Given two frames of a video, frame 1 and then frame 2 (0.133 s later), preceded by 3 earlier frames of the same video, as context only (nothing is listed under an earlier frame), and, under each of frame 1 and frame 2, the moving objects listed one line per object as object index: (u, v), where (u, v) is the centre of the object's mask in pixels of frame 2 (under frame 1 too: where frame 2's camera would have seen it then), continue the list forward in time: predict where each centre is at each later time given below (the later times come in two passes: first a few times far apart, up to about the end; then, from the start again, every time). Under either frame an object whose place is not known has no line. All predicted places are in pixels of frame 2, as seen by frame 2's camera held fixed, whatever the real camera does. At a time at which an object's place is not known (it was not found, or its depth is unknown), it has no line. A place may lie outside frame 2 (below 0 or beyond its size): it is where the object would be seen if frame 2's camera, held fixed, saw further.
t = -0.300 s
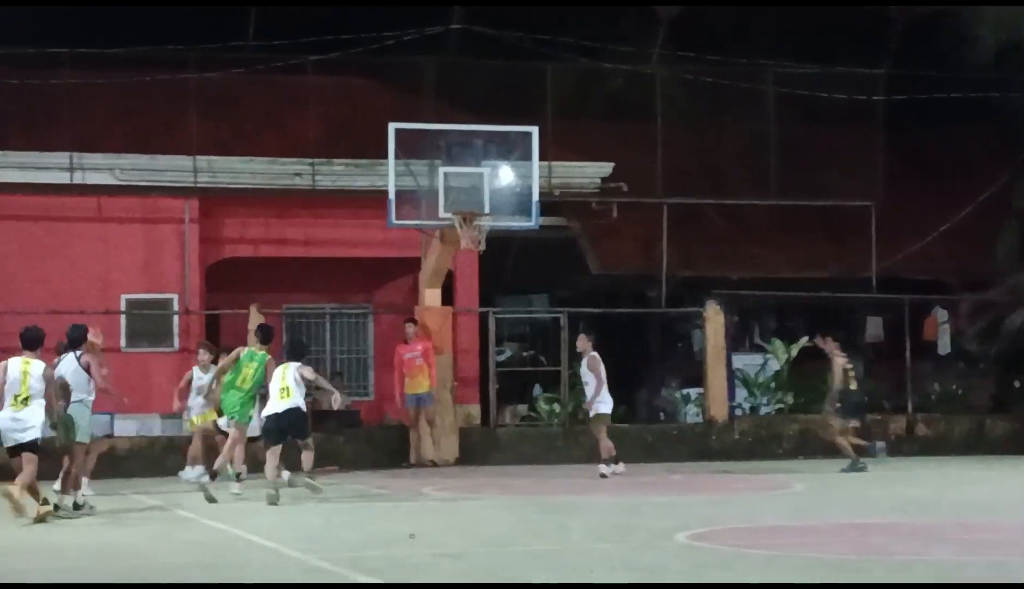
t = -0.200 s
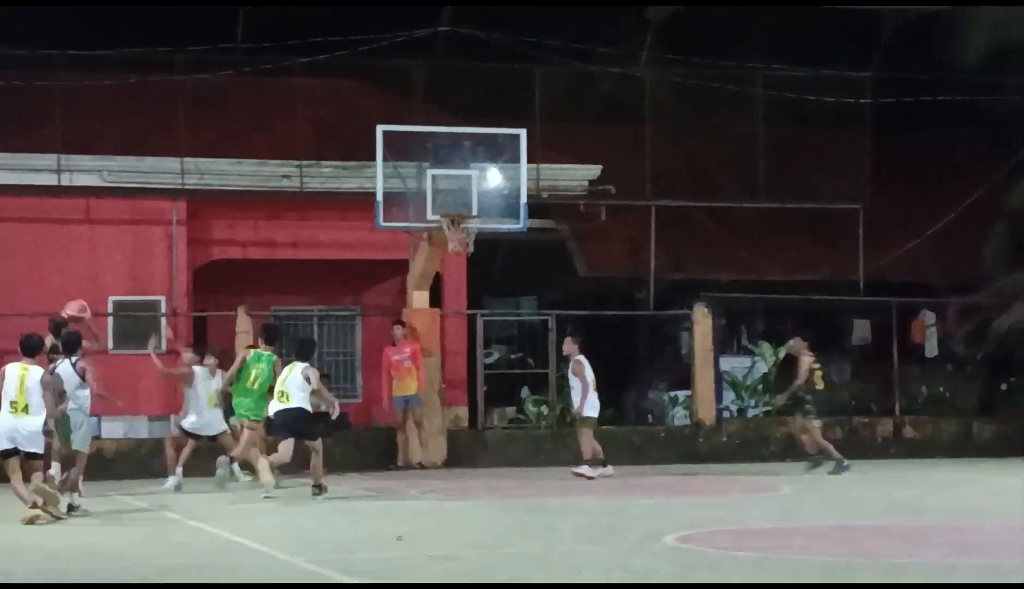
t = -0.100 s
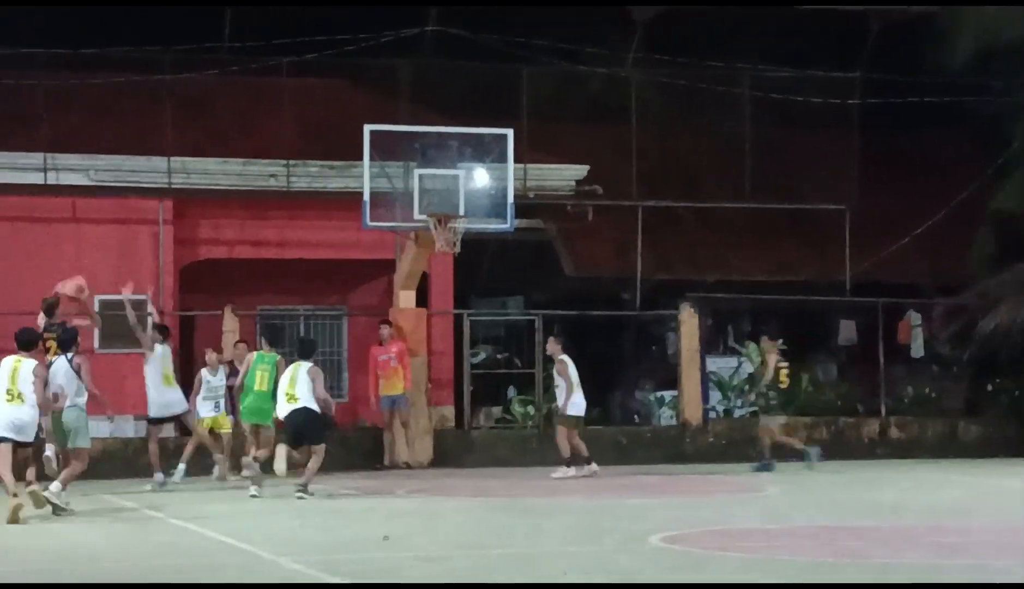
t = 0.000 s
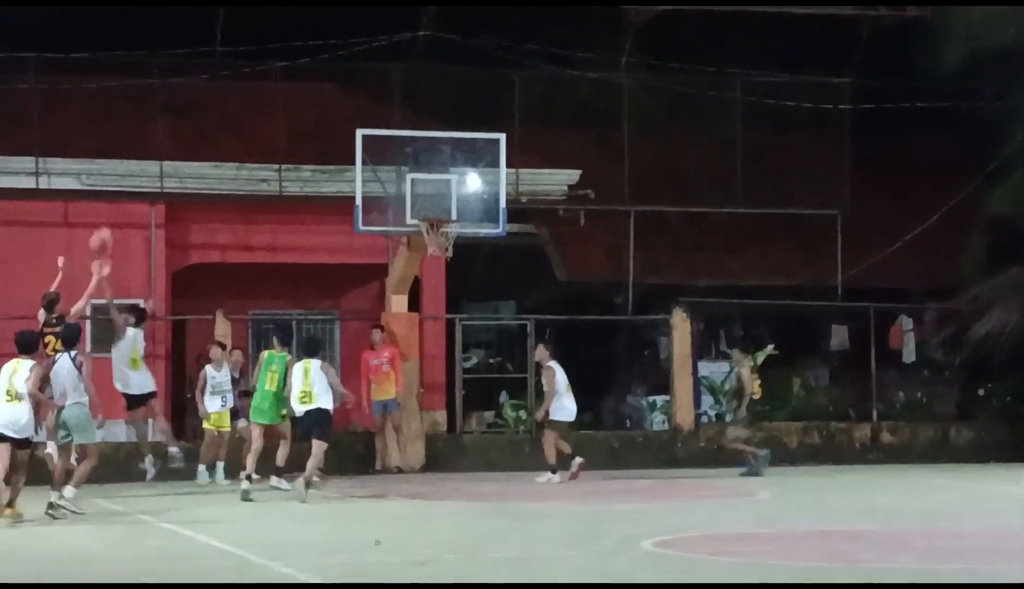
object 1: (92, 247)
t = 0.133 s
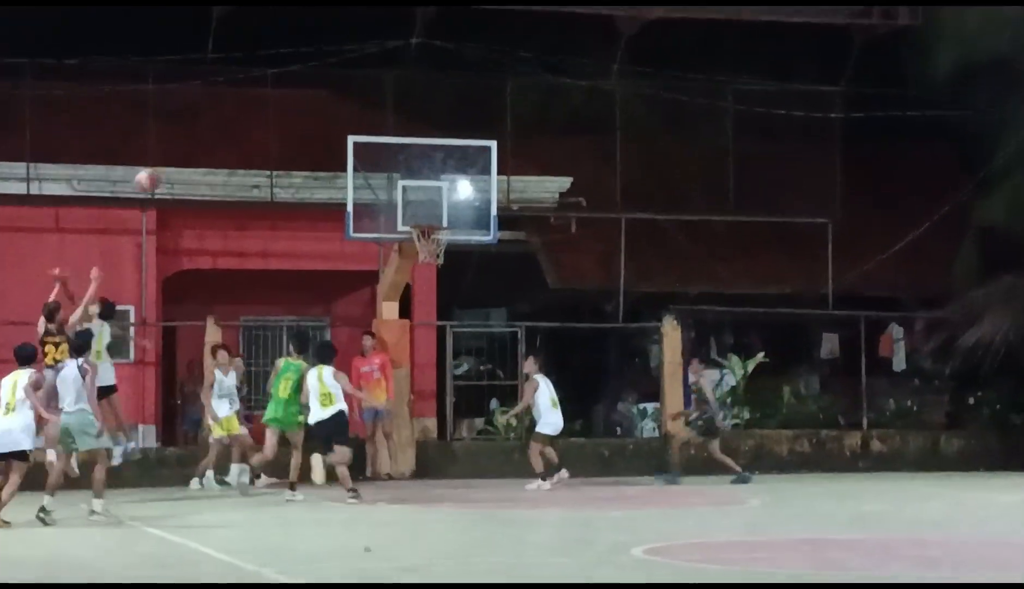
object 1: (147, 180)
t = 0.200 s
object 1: (172, 155)
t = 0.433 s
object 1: (253, 102)
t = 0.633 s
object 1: (318, 98)
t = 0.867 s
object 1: (387, 134)
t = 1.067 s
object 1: (443, 198)
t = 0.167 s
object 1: (160, 167)
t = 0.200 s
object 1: (172, 155)
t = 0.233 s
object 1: (184, 145)
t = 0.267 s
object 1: (196, 134)
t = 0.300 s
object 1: (208, 125)
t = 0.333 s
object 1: (220, 119)
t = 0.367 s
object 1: (231, 112)
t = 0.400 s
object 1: (242, 107)
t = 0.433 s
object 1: (253, 102)
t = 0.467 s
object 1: (264, 99)
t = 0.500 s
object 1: (274, 97)
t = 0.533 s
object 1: (286, 96)
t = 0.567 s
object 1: (297, 96)
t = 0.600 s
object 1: (308, 97)
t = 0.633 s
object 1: (318, 98)
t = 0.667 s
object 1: (328, 100)
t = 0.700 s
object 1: (338, 104)
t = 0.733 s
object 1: (348, 109)
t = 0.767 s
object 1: (358, 114)
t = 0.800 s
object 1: (368, 120)
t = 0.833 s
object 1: (378, 126)
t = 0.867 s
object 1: (387, 134)
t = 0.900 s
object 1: (398, 144)
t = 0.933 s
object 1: (407, 154)
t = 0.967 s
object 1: (416, 163)
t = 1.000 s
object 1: (425, 174)
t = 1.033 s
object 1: (435, 186)
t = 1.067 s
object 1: (443, 198)
